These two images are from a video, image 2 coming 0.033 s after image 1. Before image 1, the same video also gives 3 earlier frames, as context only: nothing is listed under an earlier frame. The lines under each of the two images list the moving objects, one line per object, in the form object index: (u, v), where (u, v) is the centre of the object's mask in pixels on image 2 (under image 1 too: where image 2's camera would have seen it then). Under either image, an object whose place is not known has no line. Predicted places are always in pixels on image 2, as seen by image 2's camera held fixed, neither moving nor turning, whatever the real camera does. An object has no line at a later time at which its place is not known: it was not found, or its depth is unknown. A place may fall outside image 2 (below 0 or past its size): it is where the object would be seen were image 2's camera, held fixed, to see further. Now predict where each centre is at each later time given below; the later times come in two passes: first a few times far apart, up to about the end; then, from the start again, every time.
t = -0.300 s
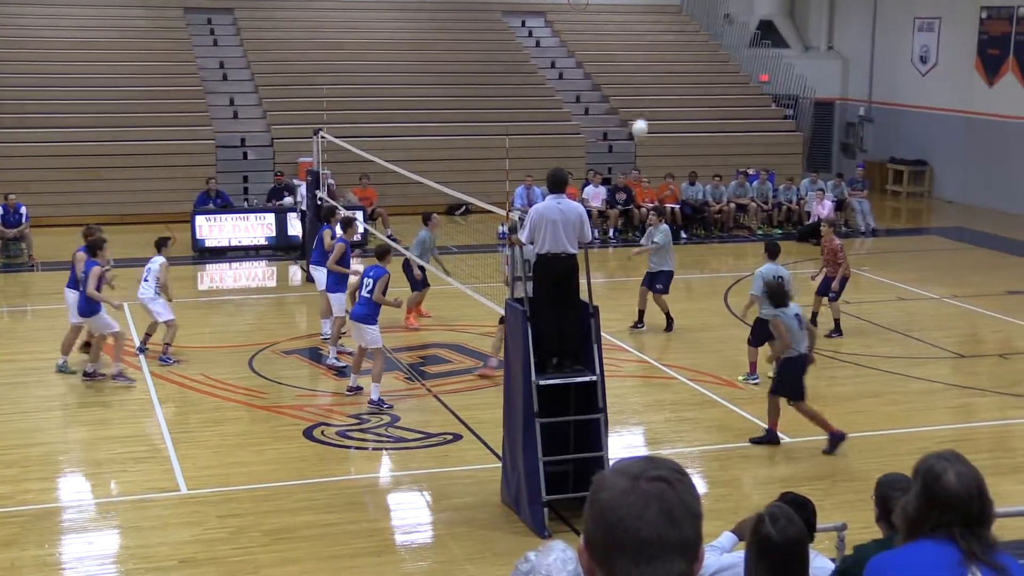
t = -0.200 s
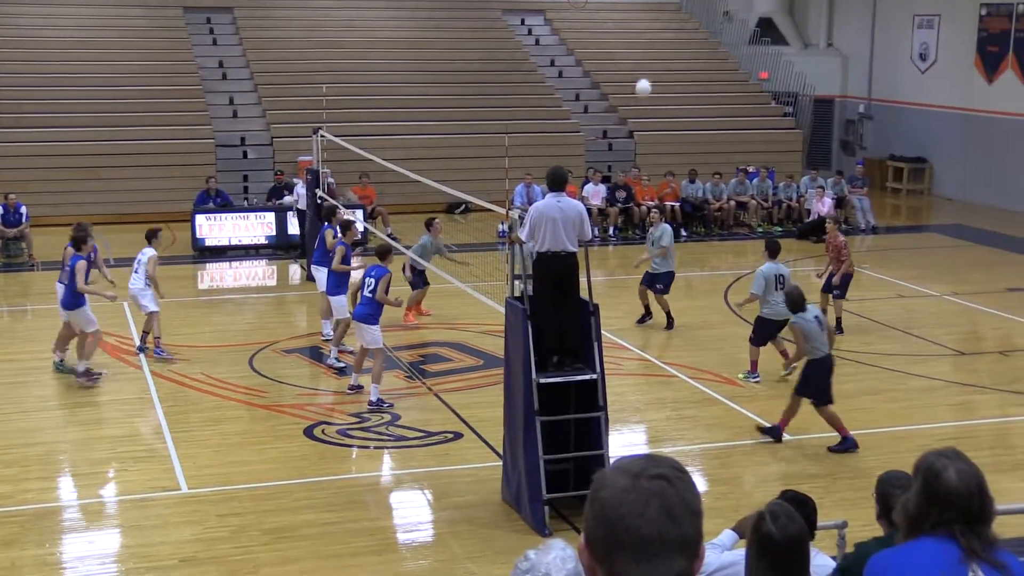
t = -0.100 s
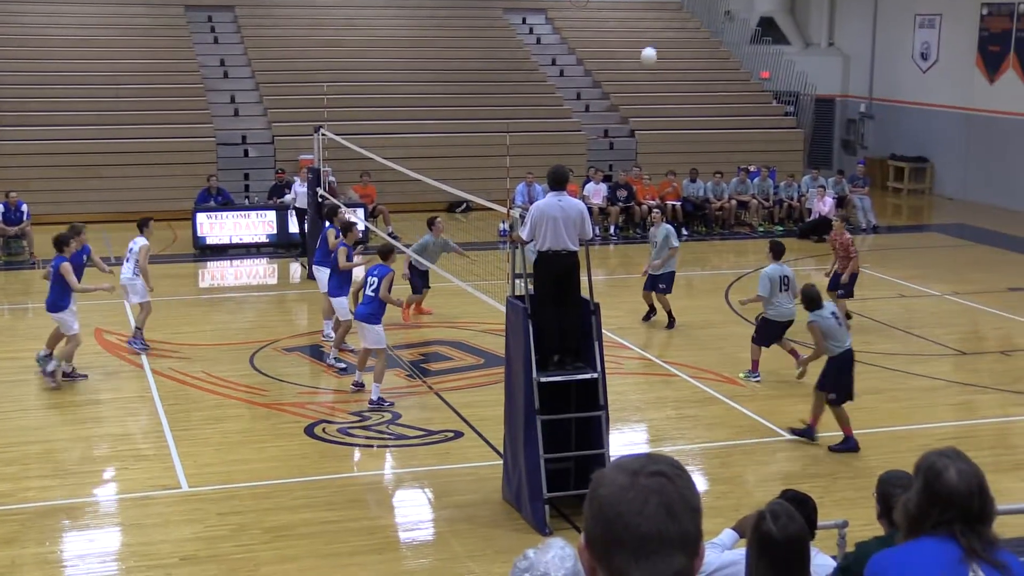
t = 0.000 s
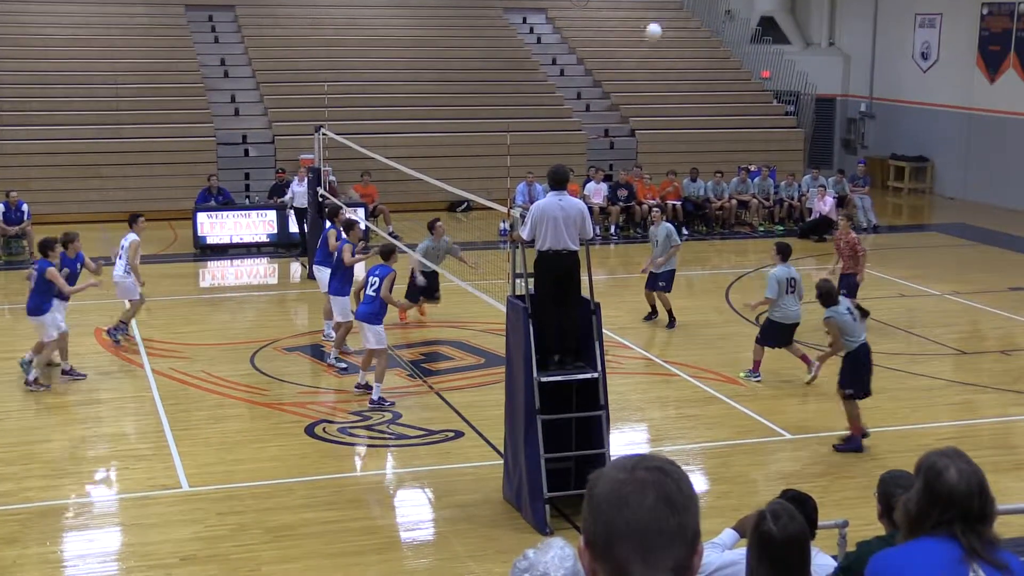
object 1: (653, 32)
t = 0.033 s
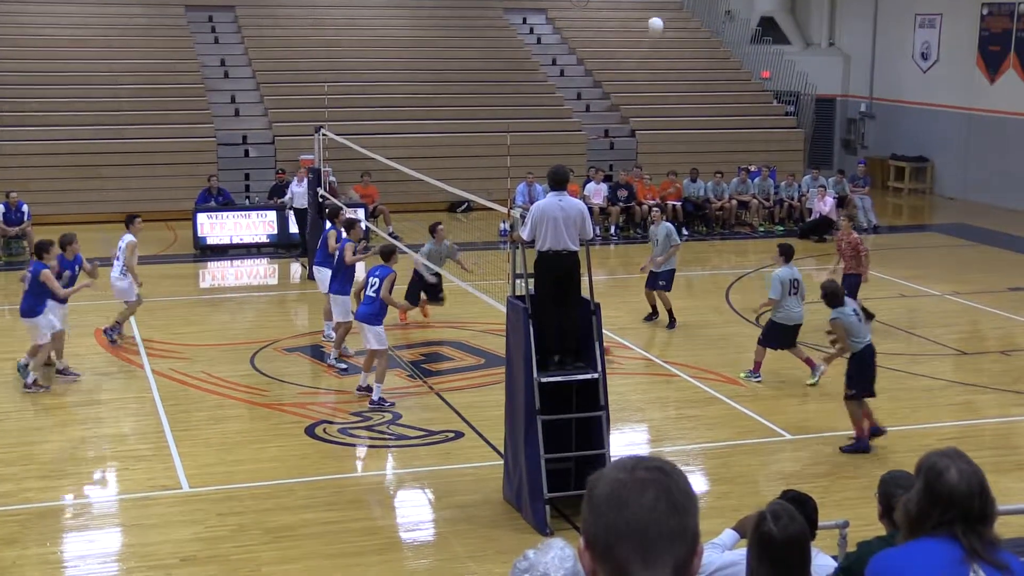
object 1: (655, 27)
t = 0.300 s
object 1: (667, 6)
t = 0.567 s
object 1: (678, 44)
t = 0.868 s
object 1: (687, 157)
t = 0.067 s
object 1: (657, 20)
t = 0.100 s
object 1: (657, 16)
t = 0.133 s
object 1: (660, 12)
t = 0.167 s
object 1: (661, 7)
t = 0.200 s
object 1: (662, 7)
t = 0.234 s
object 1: (664, 7)
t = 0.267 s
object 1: (665, 7)
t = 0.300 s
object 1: (667, 6)
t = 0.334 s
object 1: (668, 8)
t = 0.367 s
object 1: (670, 10)
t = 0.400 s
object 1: (671, 13)
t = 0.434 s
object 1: (673, 16)
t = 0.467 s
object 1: (674, 23)
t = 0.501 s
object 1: (676, 28)
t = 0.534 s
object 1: (677, 35)
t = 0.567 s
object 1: (678, 44)
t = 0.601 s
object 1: (680, 52)
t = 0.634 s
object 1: (681, 63)
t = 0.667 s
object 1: (682, 74)
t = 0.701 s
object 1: (683, 85)
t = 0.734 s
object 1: (684, 97)
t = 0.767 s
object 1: (685, 111)
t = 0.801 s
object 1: (686, 125)
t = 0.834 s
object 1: (687, 142)
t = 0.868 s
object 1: (687, 157)
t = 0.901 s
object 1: (687, 174)
